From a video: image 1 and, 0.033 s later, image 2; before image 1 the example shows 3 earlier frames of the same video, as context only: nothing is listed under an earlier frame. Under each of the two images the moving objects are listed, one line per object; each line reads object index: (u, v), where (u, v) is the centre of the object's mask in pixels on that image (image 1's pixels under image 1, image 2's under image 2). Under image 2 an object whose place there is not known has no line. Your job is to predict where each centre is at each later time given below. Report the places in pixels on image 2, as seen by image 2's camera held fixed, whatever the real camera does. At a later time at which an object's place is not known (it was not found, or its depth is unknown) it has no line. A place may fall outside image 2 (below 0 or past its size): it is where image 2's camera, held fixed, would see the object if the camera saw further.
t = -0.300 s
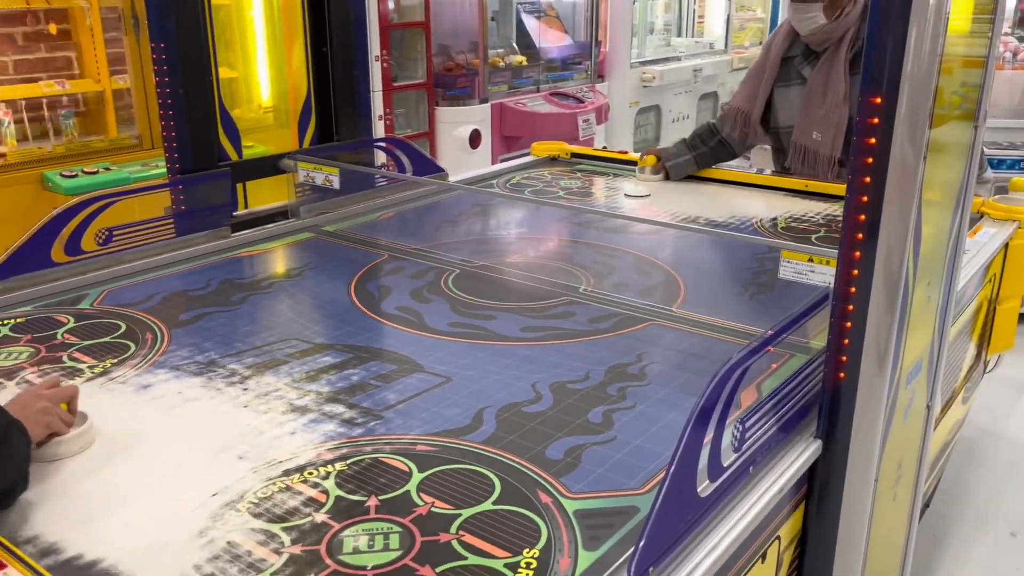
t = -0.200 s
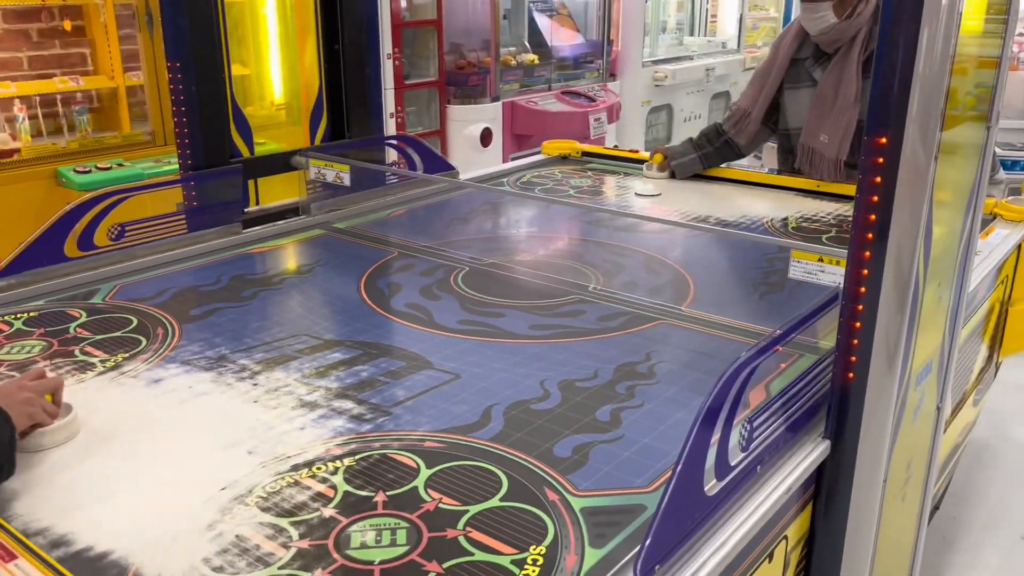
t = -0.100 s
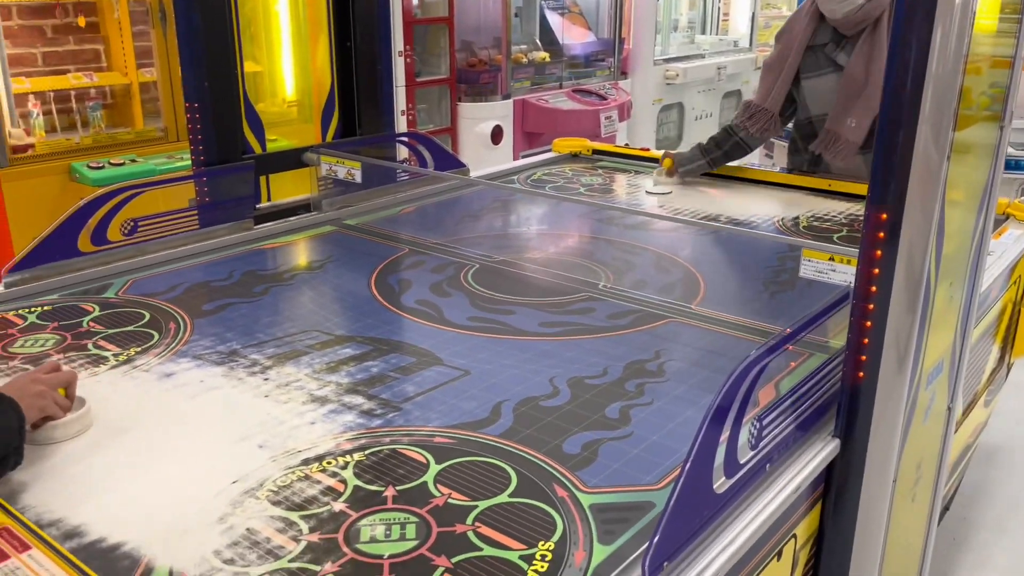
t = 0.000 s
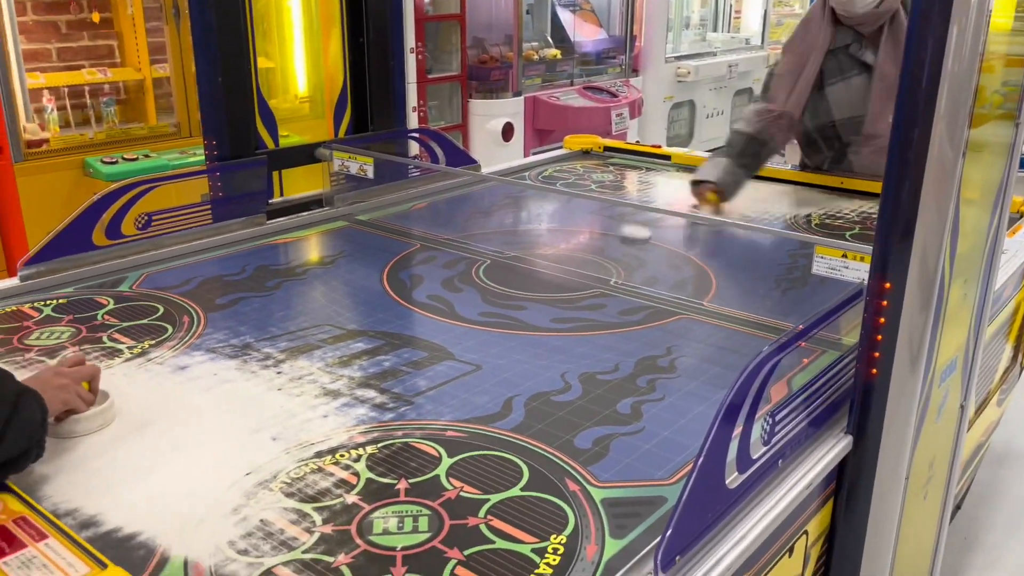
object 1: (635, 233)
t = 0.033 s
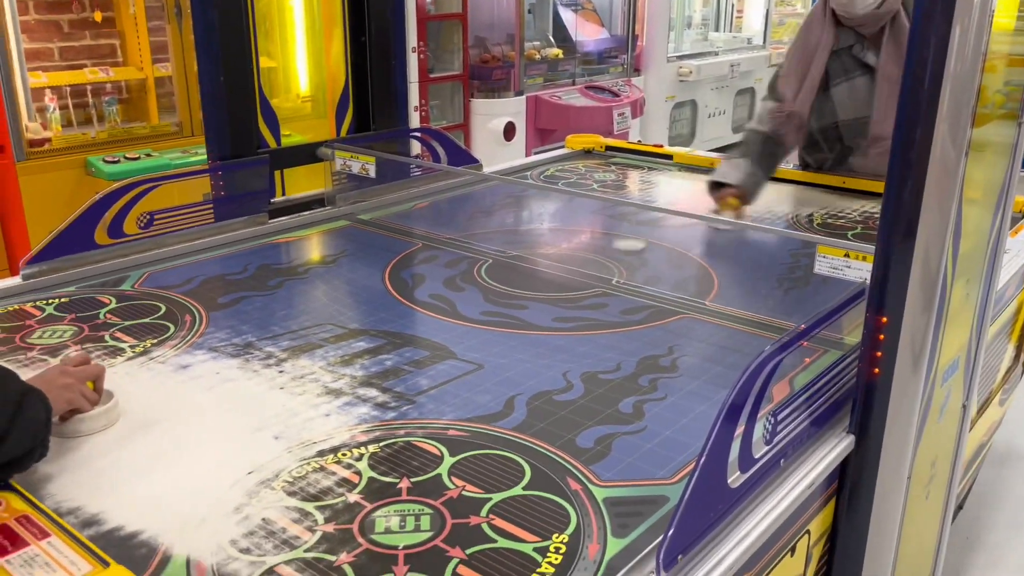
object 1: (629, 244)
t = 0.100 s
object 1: (575, 317)
